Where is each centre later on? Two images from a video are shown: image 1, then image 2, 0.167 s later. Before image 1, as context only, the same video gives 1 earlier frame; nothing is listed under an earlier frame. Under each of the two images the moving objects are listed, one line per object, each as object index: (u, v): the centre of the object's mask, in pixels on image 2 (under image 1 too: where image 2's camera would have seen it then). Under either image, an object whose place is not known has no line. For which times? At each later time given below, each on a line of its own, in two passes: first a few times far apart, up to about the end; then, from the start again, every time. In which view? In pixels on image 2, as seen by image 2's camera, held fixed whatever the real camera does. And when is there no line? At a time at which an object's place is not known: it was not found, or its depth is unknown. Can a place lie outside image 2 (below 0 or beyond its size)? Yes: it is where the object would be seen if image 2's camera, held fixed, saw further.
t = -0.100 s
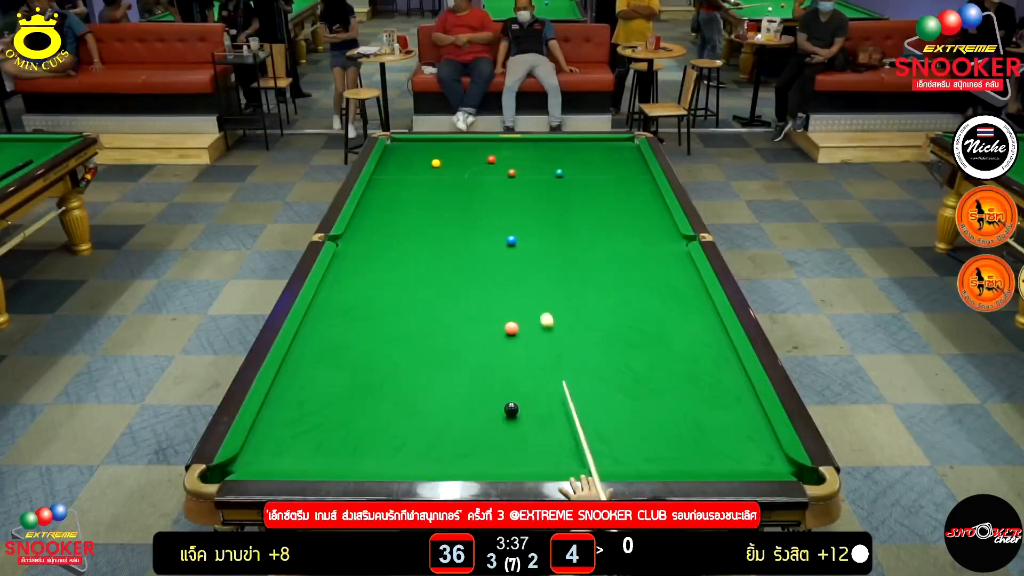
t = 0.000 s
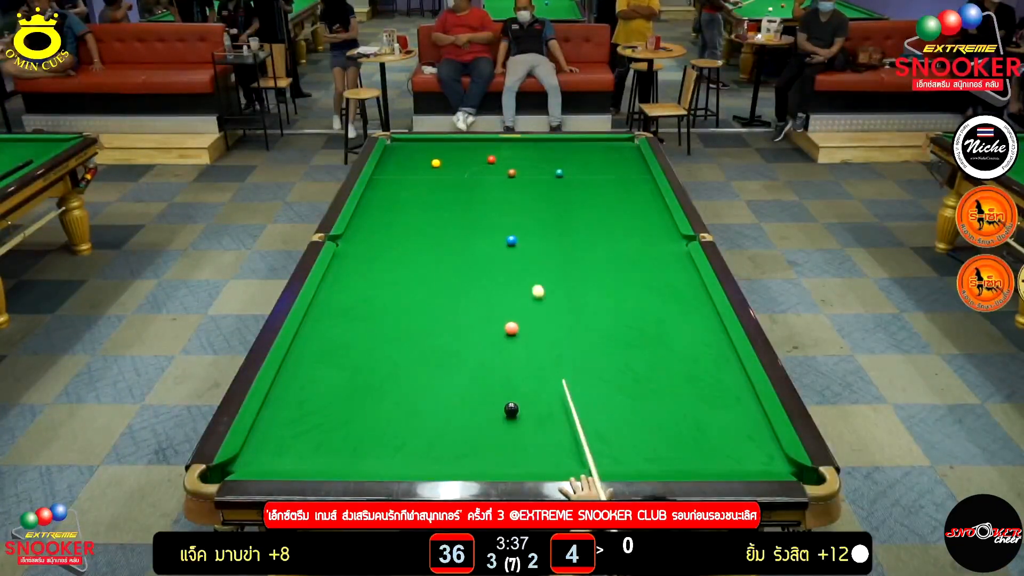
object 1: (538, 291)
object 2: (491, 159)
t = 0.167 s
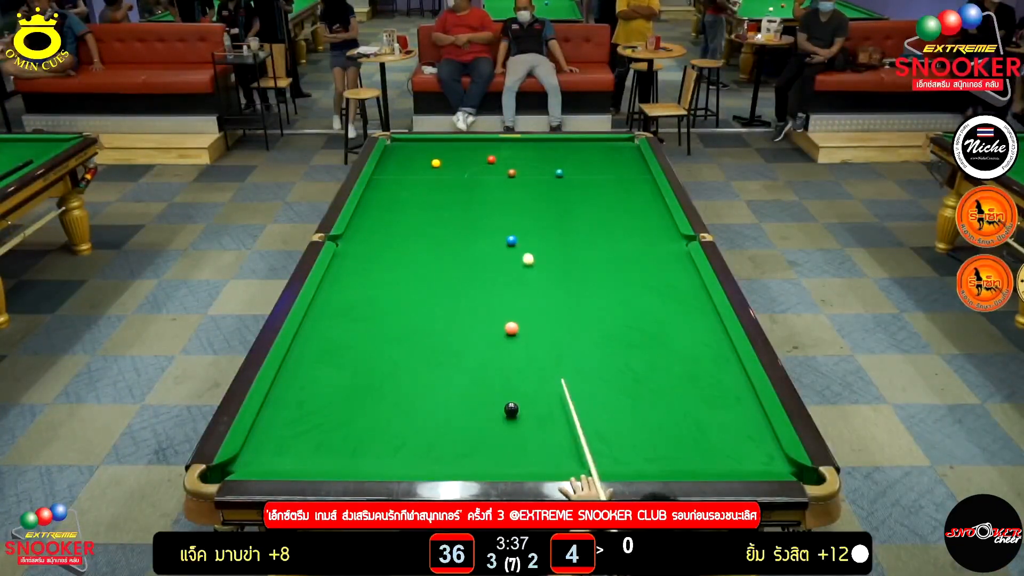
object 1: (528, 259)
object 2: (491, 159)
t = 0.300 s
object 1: (522, 238)
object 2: (491, 159)
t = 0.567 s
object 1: (509, 198)
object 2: (491, 159)
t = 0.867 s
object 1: (499, 164)
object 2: (491, 159)
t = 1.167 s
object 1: (517, 141)
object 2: (465, 155)
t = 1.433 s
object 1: (528, 151)
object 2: (444, 152)
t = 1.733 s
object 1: (542, 166)
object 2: (419, 148)
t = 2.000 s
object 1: (554, 179)
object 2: (401, 145)
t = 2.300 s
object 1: (568, 194)
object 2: (396, 142)
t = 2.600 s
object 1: (584, 211)
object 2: (409, 140)
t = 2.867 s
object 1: (599, 227)
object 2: (418, 141)
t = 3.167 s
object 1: (617, 247)
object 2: (425, 142)
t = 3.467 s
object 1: (636, 267)
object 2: (432, 142)
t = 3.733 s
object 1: (654, 288)
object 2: (438, 143)
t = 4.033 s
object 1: (675, 311)
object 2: (442, 144)
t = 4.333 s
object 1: (696, 334)
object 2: (446, 144)
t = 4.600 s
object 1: (716, 357)
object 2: (448, 144)
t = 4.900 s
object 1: (742, 387)
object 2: (450, 145)
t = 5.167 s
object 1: (755, 412)
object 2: (451, 145)
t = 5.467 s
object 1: (761, 440)
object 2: (451, 145)
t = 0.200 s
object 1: (527, 256)
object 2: (491, 159)
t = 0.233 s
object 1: (525, 249)
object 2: (491, 159)
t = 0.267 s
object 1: (523, 242)
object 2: (491, 159)
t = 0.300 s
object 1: (522, 238)
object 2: (491, 159)
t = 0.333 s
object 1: (520, 231)
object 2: (491, 159)
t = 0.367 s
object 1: (518, 225)
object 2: (491, 159)
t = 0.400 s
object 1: (516, 219)
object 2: (491, 159)
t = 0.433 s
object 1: (514, 214)
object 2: (491, 159)
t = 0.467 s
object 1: (513, 211)
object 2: (491, 159)
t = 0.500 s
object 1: (512, 206)
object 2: (491, 159)
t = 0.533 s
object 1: (510, 200)
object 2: (491, 159)
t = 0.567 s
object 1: (509, 198)
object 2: (491, 159)
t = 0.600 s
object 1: (508, 195)
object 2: (491, 159)
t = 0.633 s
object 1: (507, 190)
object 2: (491, 159)
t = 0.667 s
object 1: (505, 185)
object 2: (491, 159)
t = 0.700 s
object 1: (505, 183)
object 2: (491, 159)
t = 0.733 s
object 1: (503, 179)
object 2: (491, 159)
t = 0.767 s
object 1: (502, 174)
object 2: (491, 159)
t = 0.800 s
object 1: (501, 170)
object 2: (491, 159)
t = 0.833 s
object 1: (500, 166)
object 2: (491, 159)
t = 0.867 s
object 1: (499, 164)
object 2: (491, 159)
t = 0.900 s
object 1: (499, 160)
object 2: (490, 159)
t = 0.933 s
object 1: (503, 157)
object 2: (486, 158)
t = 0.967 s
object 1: (504, 155)
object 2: (483, 158)
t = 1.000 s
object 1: (506, 154)
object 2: (481, 157)
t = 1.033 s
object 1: (509, 150)
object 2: (478, 157)
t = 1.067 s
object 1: (511, 148)
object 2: (474, 156)
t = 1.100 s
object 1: (513, 146)
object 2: (472, 156)
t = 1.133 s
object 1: (515, 143)
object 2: (469, 156)
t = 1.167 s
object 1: (517, 141)
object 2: (465, 155)
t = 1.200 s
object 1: (519, 140)
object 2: (462, 154)
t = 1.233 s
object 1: (521, 142)
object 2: (459, 154)
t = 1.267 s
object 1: (521, 144)
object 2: (457, 154)
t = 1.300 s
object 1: (523, 146)
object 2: (454, 153)
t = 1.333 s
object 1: (525, 148)
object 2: (450, 153)
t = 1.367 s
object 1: (526, 149)
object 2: (449, 152)
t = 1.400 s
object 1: (527, 149)
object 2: (447, 152)
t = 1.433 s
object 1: (528, 151)
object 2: (444, 152)
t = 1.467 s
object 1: (530, 153)
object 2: (441, 151)
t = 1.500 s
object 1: (531, 154)
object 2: (439, 151)
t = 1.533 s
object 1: (533, 157)
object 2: (435, 150)
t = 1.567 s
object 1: (534, 158)
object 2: (433, 150)
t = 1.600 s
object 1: (536, 160)
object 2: (430, 149)
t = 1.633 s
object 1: (538, 161)
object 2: (427, 149)
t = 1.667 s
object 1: (539, 162)
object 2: (425, 149)
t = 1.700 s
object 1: (540, 164)
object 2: (422, 148)
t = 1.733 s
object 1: (542, 166)
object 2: (419, 148)
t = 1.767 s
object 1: (543, 167)
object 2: (418, 148)
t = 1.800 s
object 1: (544, 168)
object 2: (416, 147)
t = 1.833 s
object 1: (546, 170)
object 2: (414, 147)
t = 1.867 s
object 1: (548, 172)
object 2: (411, 146)
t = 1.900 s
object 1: (549, 173)
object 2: (409, 146)
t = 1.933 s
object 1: (551, 176)
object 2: (405, 146)
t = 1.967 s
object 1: (552, 177)
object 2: (404, 145)
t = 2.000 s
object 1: (554, 179)
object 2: (401, 145)
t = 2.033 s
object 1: (556, 181)
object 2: (398, 144)
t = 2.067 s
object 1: (557, 182)
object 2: (397, 144)
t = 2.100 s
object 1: (559, 184)
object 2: (394, 144)
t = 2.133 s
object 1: (561, 186)
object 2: (391, 143)
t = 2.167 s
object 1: (562, 187)
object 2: (390, 143)
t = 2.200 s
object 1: (563, 188)
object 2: (391, 143)
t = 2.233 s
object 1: (565, 191)
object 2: (393, 142)
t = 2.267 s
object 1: (567, 193)
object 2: (395, 142)
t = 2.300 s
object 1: (568, 194)
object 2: (396, 142)
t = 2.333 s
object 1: (570, 196)
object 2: (397, 142)
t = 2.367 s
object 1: (572, 198)
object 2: (400, 141)
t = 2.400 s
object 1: (574, 200)
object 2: (401, 141)
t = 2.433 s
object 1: (576, 202)
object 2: (403, 141)
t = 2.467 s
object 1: (577, 204)
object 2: (404, 141)
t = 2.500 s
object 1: (580, 206)
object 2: (406, 141)
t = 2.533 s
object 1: (582, 208)
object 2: (408, 140)
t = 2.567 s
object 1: (583, 209)
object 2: (408, 140)
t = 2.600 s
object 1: (584, 211)
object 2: (409, 140)
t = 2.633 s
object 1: (586, 213)
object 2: (411, 140)
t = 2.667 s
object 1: (588, 215)
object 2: (412, 140)
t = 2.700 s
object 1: (589, 217)
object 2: (413, 140)
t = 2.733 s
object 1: (593, 220)
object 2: (415, 140)
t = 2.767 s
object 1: (594, 221)
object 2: (415, 140)
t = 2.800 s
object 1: (596, 224)
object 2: (416, 140)
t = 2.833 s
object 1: (598, 226)
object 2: (418, 140)
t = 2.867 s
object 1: (599, 227)
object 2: (418, 141)
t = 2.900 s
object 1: (602, 230)
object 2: (419, 141)
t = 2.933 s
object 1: (604, 232)
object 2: (420, 141)
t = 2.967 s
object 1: (605, 234)
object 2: (421, 141)
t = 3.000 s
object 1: (606, 235)
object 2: (421, 141)
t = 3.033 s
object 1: (609, 238)
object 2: (422, 141)
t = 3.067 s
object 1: (611, 240)
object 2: (423, 141)
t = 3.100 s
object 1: (612, 242)
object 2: (423, 141)
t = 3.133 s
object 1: (616, 245)
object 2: (425, 141)
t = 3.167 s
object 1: (617, 247)
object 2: (425, 142)
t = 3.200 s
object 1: (620, 249)
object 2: (427, 142)
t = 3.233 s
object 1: (622, 252)
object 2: (427, 142)
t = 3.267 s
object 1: (623, 253)
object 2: (428, 142)
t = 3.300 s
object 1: (626, 256)
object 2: (429, 142)
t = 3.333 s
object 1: (628, 259)
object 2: (430, 142)
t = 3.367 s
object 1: (629, 260)
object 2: (430, 142)
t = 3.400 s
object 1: (631, 262)
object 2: (431, 142)
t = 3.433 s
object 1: (633, 265)
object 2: (431, 142)
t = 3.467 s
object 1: (636, 267)
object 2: (432, 142)
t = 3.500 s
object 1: (637, 269)
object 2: (433, 142)
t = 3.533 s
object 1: (640, 272)
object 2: (433, 142)
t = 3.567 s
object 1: (642, 275)
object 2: (434, 143)
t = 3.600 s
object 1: (645, 278)
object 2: (435, 143)
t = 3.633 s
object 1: (648, 280)
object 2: (436, 143)
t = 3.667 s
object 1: (649, 282)
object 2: (436, 143)
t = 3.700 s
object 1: (652, 285)
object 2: (437, 143)
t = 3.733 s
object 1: (654, 288)
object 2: (438, 143)
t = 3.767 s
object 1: (656, 289)
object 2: (438, 143)
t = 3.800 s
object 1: (657, 291)
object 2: (438, 143)
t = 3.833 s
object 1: (660, 294)
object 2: (439, 143)
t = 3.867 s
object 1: (663, 297)
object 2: (440, 143)
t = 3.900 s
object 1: (664, 299)
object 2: (440, 143)
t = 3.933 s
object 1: (667, 302)
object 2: (440, 143)
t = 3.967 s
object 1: (670, 305)
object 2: (441, 144)
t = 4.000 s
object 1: (673, 308)
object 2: (441, 144)
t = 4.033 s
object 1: (675, 311)
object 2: (442, 144)
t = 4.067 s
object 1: (677, 313)
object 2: (442, 144)
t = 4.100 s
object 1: (680, 316)
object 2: (443, 144)
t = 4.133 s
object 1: (683, 319)
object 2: (444, 144)
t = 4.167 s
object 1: (684, 321)
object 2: (444, 144)
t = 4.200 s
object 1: (686, 323)
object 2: (444, 144)
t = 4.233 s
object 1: (688, 326)
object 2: (444, 144)
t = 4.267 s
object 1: (692, 329)
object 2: (445, 144)
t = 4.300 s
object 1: (693, 331)
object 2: (445, 144)
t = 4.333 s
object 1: (696, 334)
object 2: (446, 144)
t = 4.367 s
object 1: (699, 338)
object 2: (446, 144)
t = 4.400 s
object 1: (702, 341)
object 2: (447, 144)
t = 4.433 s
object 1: (705, 345)
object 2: (447, 144)
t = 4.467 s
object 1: (707, 347)
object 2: (447, 144)
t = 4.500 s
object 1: (710, 350)
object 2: (448, 144)
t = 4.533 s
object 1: (713, 354)
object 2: (448, 144)
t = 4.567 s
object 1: (715, 355)
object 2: (448, 144)
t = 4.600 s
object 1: (716, 357)
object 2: (448, 144)
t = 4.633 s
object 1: (719, 361)
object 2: (448, 144)
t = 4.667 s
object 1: (723, 365)
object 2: (449, 145)
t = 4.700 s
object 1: (724, 366)
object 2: (449, 145)
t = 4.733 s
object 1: (727, 370)
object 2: (449, 145)
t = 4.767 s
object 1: (731, 374)
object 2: (449, 145)
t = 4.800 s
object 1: (734, 378)
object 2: (449, 145)
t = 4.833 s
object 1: (737, 382)
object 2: (450, 145)
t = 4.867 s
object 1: (739, 384)
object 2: (450, 145)
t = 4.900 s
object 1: (742, 387)
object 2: (450, 145)
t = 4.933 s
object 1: (746, 391)
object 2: (450, 145)
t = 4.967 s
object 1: (747, 393)
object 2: (450, 145)
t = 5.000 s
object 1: (749, 395)
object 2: (450, 145)
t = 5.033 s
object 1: (751, 399)
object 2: (450, 145)
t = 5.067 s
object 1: (752, 403)
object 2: (451, 145)
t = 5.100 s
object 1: (753, 404)
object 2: (451, 145)
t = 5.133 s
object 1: (754, 408)
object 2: (451, 145)
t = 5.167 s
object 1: (755, 412)
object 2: (451, 145)
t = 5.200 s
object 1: (755, 415)
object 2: (451, 145)
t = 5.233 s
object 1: (756, 419)
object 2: (451, 145)
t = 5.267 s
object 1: (757, 421)
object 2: (451, 145)
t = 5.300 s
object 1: (758, 425)
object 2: (451, 145)
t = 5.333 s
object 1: (758, 428)
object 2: (451, 145)
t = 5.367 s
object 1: (759, 430)
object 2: (451, 145)
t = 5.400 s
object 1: (759, 432)
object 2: (451, 145)
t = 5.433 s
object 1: (760, 436)
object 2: (451, 145)
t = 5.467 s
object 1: (761, 440)
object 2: (451, 145)
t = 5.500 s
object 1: (761, 442)
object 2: (451, 145)
